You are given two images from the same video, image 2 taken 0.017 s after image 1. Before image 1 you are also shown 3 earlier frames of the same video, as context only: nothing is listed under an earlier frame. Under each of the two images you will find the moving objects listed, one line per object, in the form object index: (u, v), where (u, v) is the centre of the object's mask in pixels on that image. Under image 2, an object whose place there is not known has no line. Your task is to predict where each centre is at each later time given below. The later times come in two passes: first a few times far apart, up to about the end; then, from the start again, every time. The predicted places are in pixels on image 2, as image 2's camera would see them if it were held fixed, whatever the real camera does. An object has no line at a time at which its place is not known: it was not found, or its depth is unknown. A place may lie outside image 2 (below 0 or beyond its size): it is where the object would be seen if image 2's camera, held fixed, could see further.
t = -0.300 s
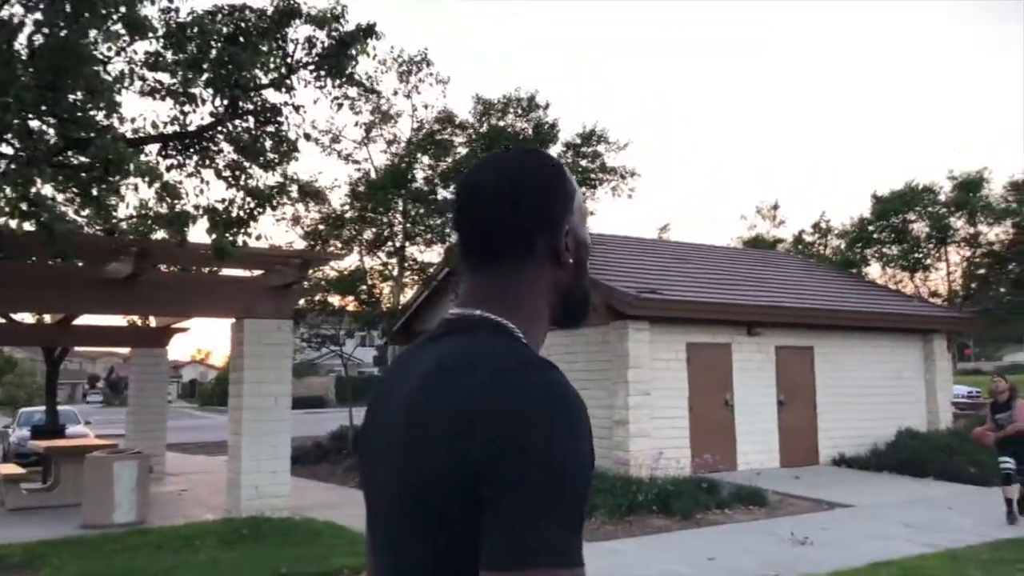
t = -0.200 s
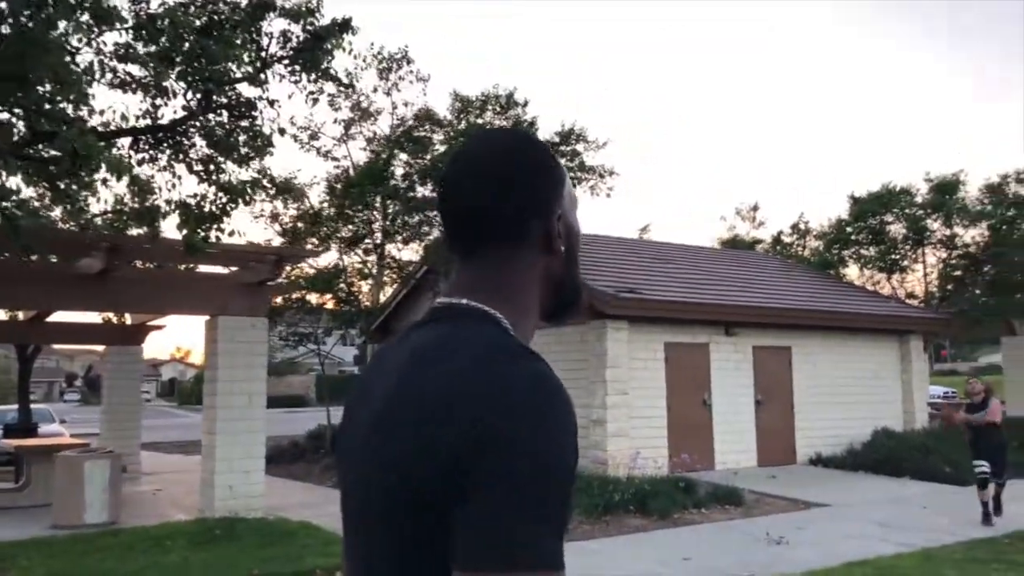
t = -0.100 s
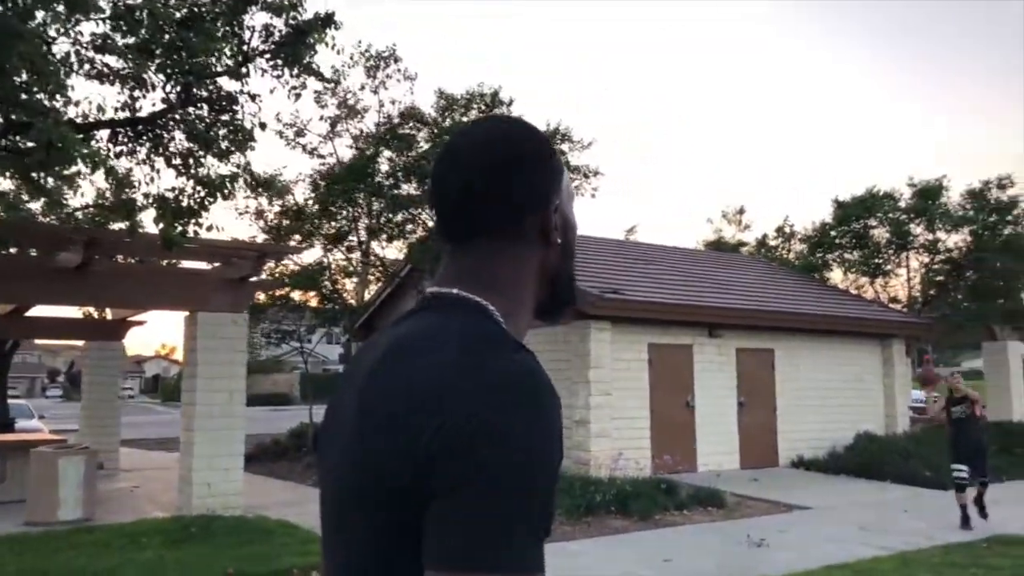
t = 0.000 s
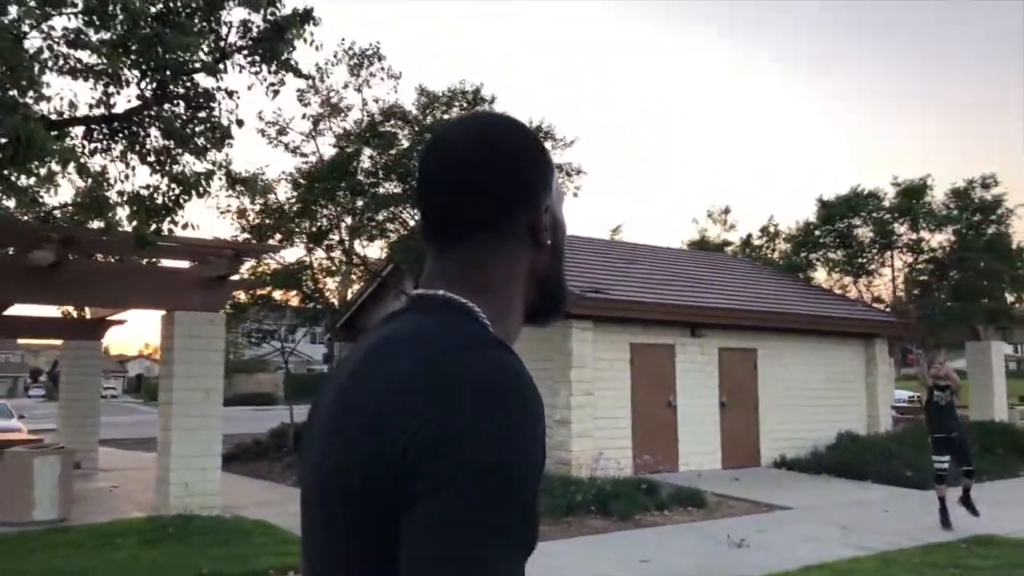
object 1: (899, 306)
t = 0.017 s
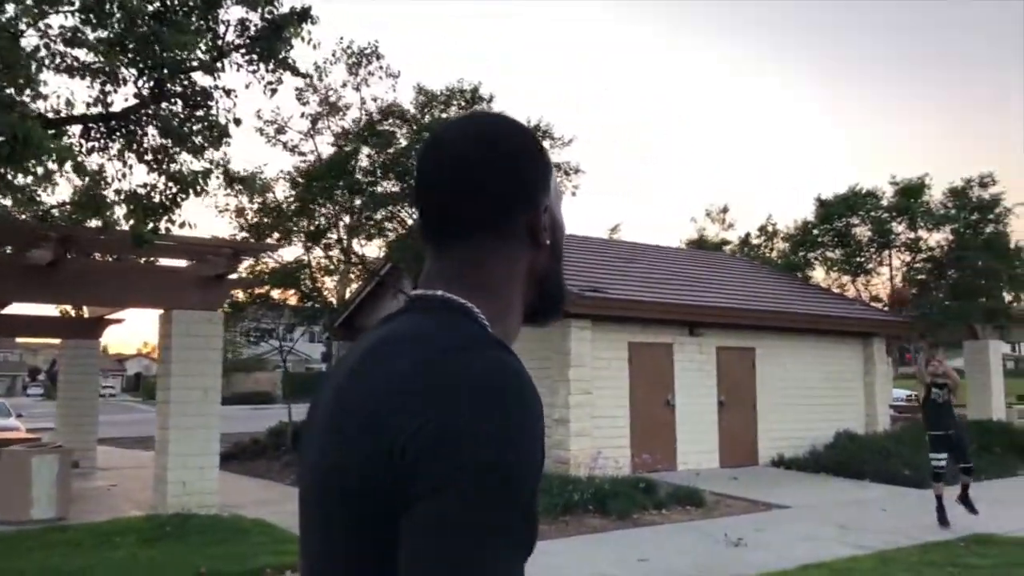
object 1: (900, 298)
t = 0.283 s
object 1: (877, 126)
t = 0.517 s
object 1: (852, 7)
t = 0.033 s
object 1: (898, 287)
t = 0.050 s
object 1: (896, 275)
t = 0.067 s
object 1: (894, 263)
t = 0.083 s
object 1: (892, 251)
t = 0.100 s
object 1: (893, 243)
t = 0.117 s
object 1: (891, 233)
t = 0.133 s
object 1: (890, 218)
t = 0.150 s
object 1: (888, 208)
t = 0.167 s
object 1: (890, 199)
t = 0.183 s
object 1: (886, 188)
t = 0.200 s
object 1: (884, 177)
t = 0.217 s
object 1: (882, 167)
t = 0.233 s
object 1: (880, 157)
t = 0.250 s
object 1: (879, 147)
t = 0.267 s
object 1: (878, 136)
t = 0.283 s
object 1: (877, 126)
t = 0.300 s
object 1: (876, 115)
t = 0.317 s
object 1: (875, 105)
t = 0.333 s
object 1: (873, 94)
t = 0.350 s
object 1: (872, 84)
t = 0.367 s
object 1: (871, 73)
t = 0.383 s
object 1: (869, 64)
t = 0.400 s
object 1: (868, 54)
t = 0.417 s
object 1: (866, 45)
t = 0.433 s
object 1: (864, 36)
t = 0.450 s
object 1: (862, 26)
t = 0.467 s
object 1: (861, 19)
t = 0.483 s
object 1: (858, 14)
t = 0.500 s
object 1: (855, 11)
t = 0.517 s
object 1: (852, 7)
